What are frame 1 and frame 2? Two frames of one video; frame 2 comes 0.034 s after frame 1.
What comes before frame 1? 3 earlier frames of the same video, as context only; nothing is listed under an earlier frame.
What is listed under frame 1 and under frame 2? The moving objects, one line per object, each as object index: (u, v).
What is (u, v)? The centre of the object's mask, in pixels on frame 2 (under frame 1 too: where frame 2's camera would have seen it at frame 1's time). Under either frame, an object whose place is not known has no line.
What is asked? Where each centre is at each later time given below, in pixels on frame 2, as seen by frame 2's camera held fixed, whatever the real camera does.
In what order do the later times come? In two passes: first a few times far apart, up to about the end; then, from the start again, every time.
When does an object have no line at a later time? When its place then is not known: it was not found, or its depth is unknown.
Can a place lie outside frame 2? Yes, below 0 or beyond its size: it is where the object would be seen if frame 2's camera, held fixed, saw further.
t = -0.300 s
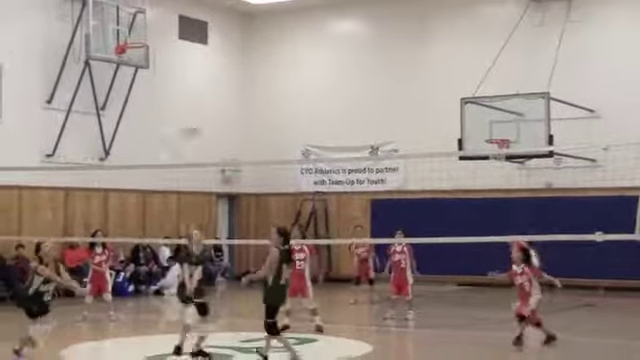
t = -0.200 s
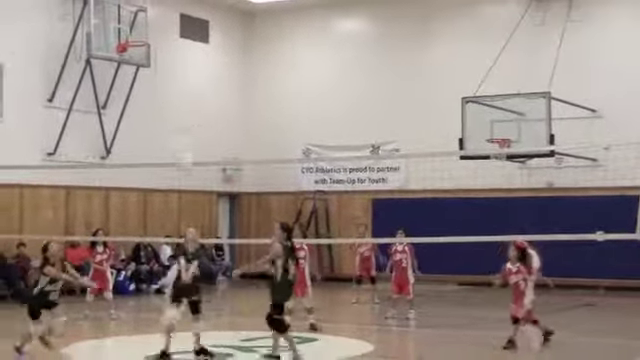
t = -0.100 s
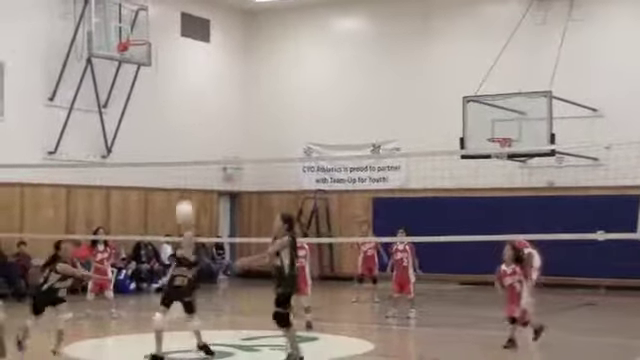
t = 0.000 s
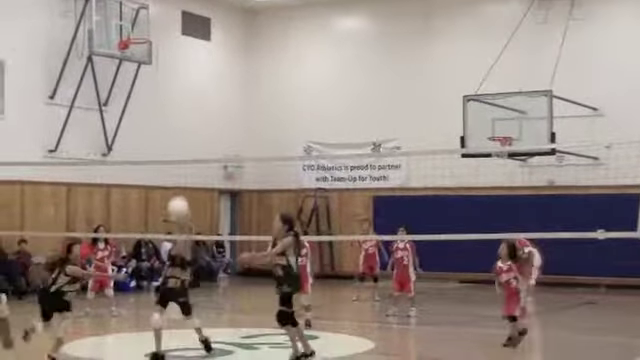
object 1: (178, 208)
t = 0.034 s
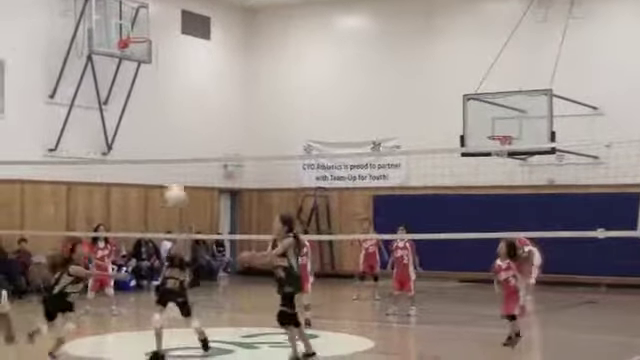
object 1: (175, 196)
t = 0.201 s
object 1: (160, 147)
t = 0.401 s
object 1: (143, 125)
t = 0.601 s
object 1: (123, 141)
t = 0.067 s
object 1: (173, 182)
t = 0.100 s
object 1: (169, 172)
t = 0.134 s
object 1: (167, 163)
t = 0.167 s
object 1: (166, 152)
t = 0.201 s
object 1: (160, 147)
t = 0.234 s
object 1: (158, 140)
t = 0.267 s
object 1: (154, 135)
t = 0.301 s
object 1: (152, 131)
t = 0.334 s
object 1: (150, 129)
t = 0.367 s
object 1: (144, 126)
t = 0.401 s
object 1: (143, 125)
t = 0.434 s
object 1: (138, 125)
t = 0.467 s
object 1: (135, 126)
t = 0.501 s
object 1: (135, 127)
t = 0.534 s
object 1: (132, 129)
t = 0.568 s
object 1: (126, 135)
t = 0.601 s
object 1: (123, 141)
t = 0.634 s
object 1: (119, 148)
